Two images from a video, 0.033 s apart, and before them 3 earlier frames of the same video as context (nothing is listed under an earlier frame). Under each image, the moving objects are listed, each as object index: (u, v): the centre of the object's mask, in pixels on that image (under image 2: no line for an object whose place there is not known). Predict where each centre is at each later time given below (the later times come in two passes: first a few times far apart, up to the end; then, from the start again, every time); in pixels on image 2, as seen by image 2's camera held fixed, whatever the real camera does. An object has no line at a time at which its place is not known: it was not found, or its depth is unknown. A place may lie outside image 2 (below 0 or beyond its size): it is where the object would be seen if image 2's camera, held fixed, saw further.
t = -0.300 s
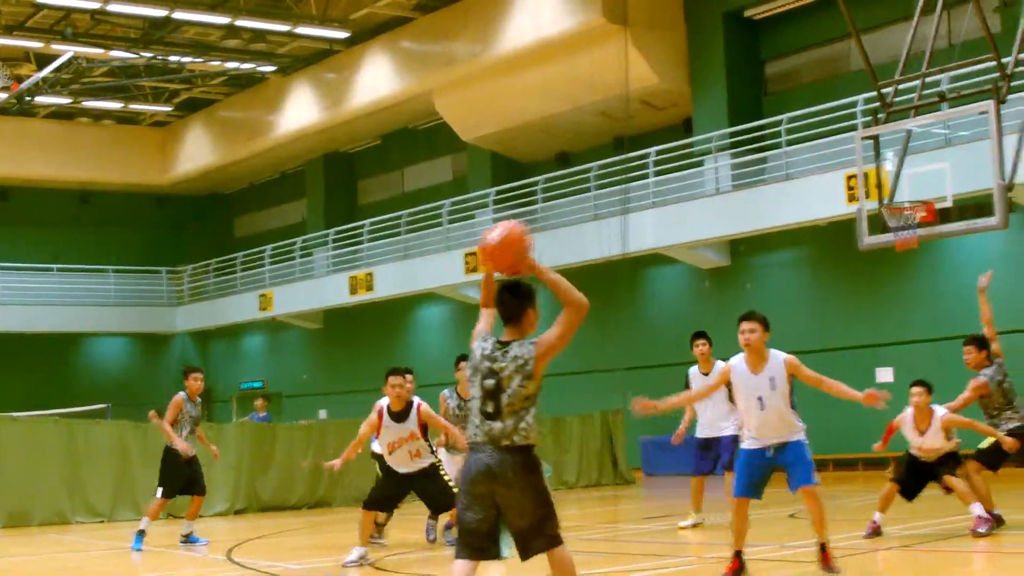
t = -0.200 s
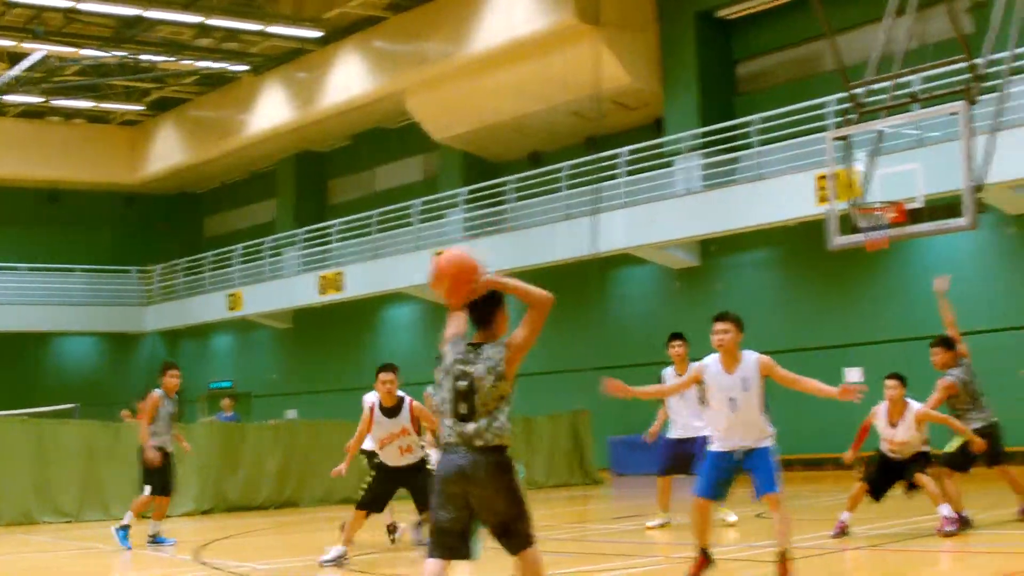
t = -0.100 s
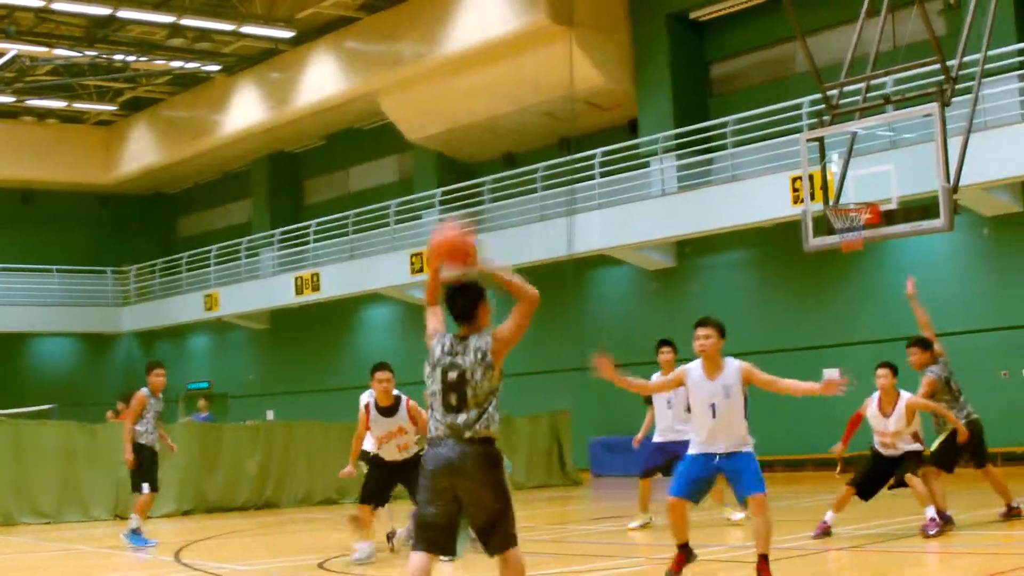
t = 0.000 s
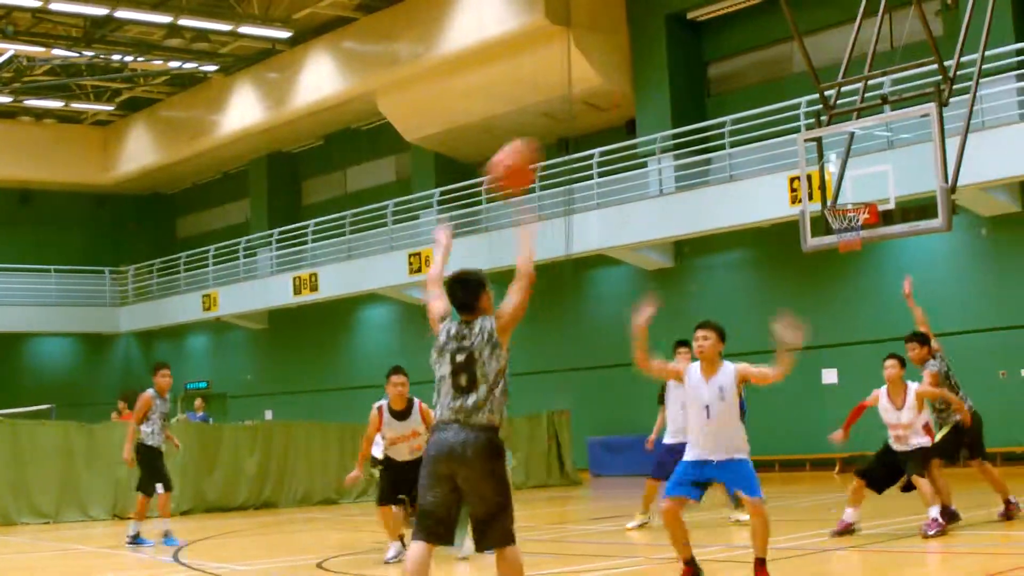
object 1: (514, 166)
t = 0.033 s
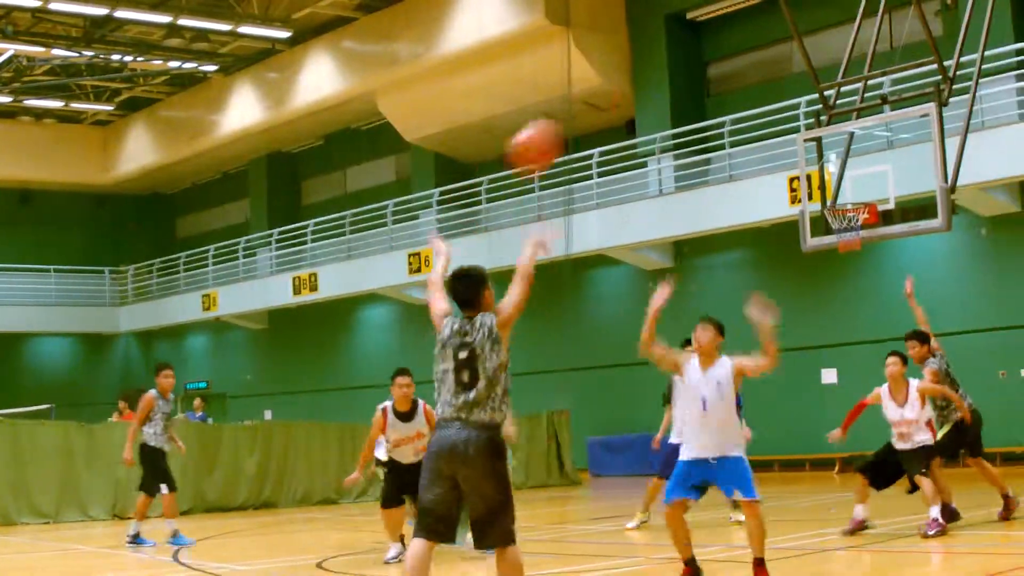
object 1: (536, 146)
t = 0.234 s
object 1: (646, 76)
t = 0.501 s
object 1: (754, 89)
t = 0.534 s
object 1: (765, 95)
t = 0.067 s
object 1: (555, 129)
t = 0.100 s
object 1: (573, 114)
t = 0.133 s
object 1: (593, 102)
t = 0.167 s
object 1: (612, 91)
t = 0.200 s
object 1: (629, 82)
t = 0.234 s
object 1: (646, 76)
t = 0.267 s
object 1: (662, 73)
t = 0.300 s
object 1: (678, 71)
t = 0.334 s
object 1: (693, 70)
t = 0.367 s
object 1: (706, 72)
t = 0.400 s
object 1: (719, 74)
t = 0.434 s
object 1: (730, 78)
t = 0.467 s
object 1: (743, 82)
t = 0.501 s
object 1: (754, 89)
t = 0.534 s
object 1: (765, 95)
